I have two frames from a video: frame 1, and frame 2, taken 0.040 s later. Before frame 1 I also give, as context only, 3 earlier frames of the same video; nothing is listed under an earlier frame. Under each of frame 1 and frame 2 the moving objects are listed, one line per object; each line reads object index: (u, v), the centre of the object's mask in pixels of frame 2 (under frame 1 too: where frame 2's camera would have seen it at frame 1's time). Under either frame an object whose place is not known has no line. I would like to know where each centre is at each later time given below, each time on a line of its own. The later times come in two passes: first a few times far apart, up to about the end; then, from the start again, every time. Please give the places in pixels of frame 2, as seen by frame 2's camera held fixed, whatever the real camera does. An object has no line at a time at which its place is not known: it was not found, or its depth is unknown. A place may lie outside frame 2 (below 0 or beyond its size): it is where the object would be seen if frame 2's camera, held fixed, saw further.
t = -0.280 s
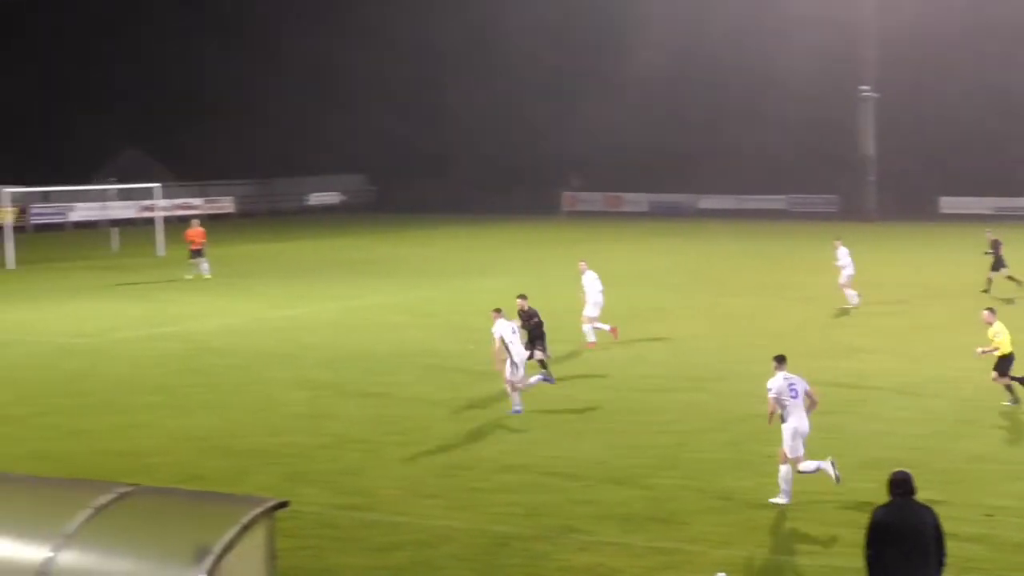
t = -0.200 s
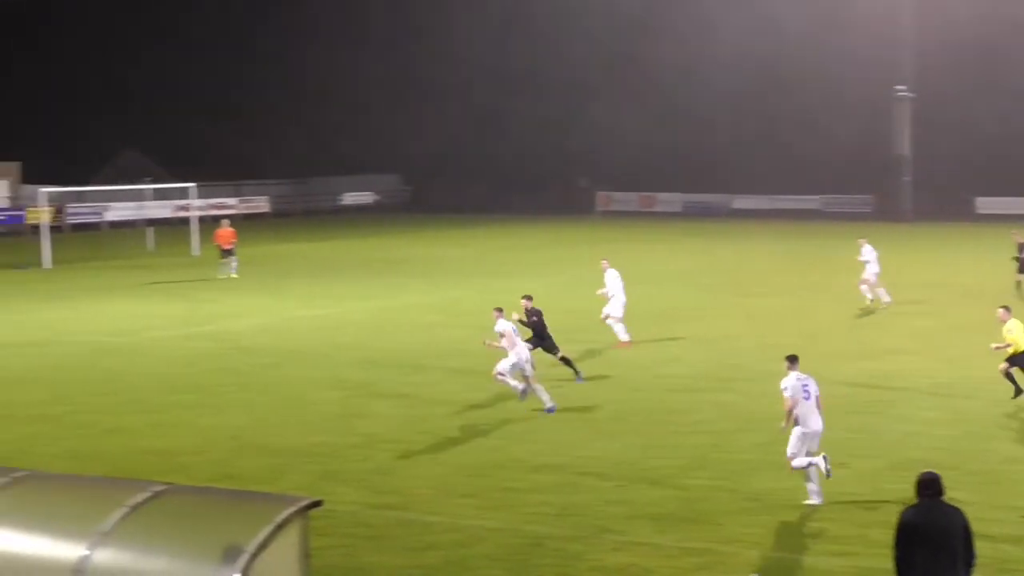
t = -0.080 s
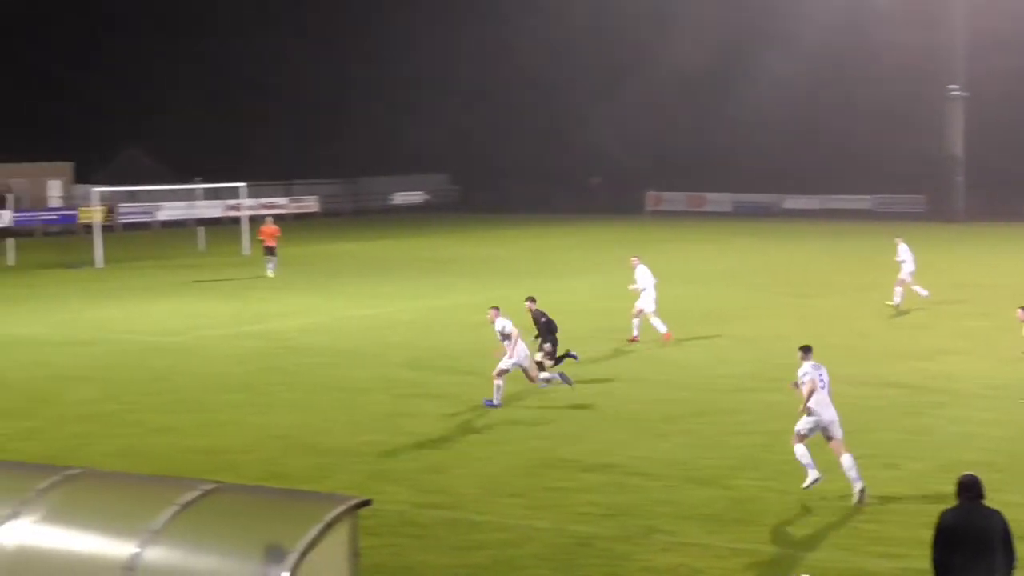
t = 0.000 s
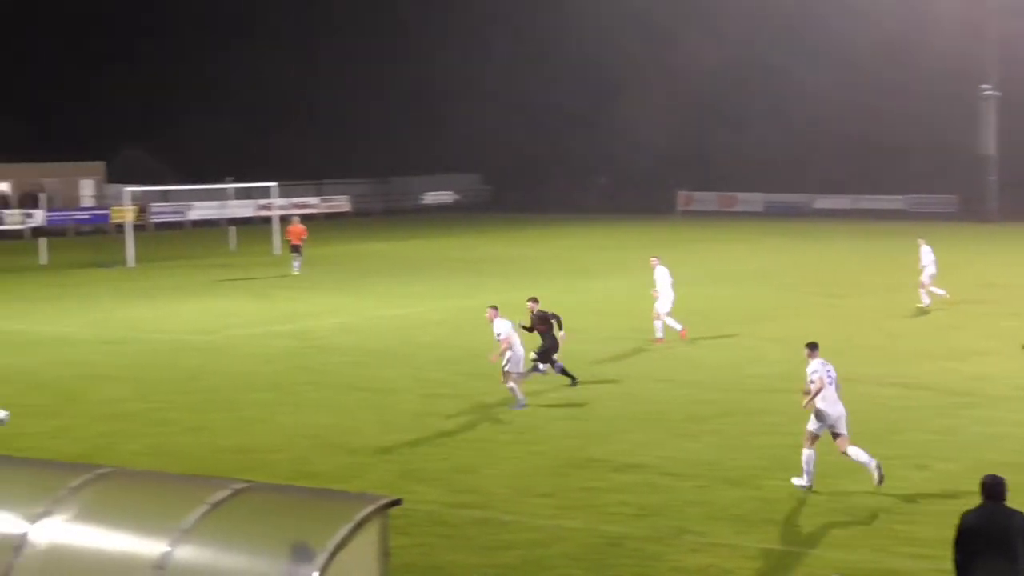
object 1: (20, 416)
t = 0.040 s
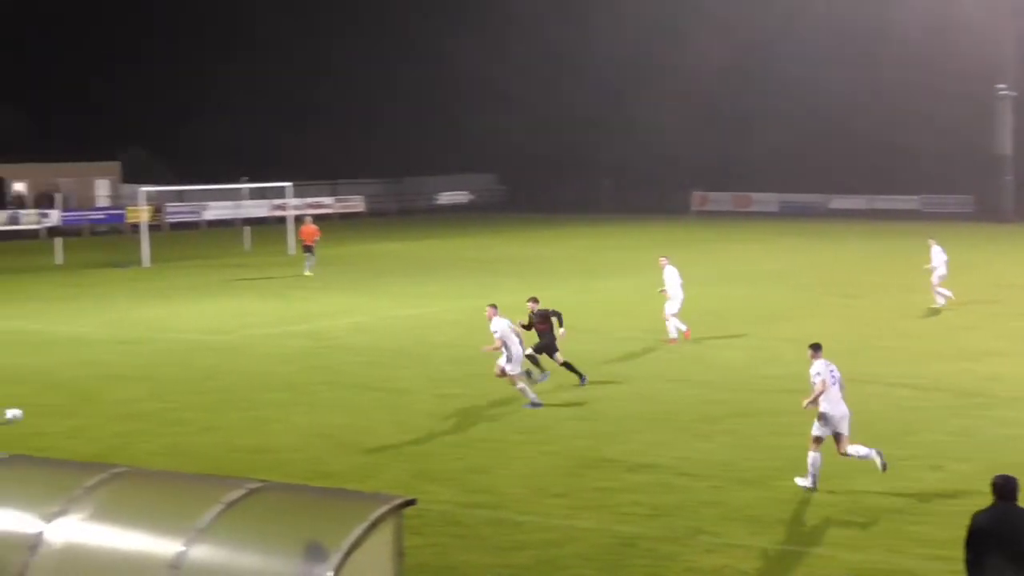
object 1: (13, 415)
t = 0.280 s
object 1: (-3, 411)
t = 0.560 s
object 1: (-17, 406)
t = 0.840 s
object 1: (-24, 401)
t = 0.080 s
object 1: (10, 415)
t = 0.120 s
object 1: (7, 414)
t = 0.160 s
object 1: (5, 413)
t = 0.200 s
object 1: (2, 412)
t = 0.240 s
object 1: (-1, 411)
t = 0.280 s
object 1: (-3, 411)
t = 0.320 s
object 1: (-5, 410)
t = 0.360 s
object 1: (-8, 409)
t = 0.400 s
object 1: (-10, 408)
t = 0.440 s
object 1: (-11, 408)
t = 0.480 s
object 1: (-13, 407)
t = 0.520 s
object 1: (-15, 406)
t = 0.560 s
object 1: (-17, 406)
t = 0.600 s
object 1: (-18, 405)
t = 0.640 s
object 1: (-19, 404)
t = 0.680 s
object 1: (-20, 403)
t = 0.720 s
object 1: (-21, 404)
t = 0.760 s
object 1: (-22, 402)
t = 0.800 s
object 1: (-22, 401)
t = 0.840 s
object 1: (-24, 401)
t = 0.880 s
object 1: (-25, 400)
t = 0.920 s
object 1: (-25, 400)
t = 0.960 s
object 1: (-26, 399)
